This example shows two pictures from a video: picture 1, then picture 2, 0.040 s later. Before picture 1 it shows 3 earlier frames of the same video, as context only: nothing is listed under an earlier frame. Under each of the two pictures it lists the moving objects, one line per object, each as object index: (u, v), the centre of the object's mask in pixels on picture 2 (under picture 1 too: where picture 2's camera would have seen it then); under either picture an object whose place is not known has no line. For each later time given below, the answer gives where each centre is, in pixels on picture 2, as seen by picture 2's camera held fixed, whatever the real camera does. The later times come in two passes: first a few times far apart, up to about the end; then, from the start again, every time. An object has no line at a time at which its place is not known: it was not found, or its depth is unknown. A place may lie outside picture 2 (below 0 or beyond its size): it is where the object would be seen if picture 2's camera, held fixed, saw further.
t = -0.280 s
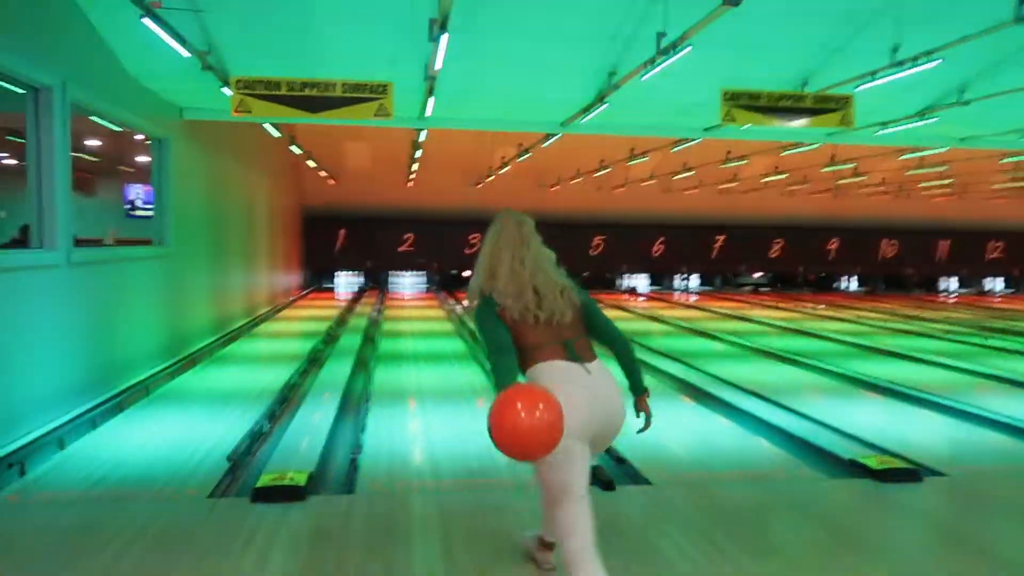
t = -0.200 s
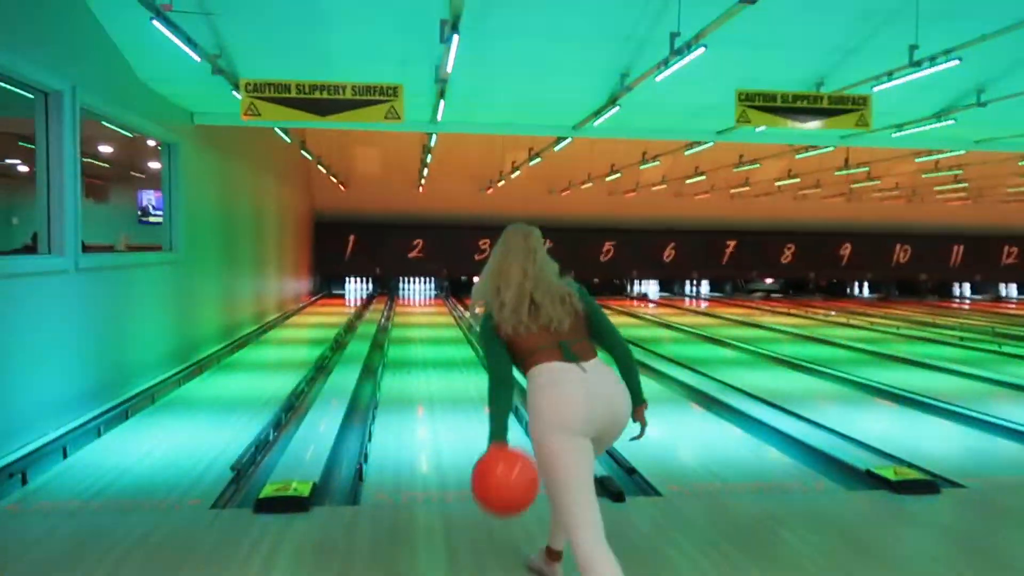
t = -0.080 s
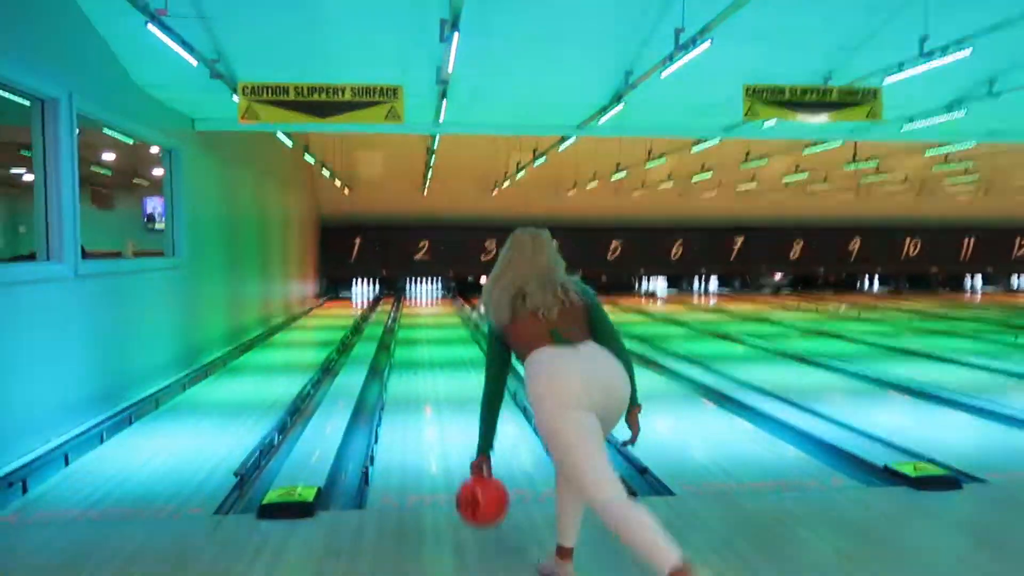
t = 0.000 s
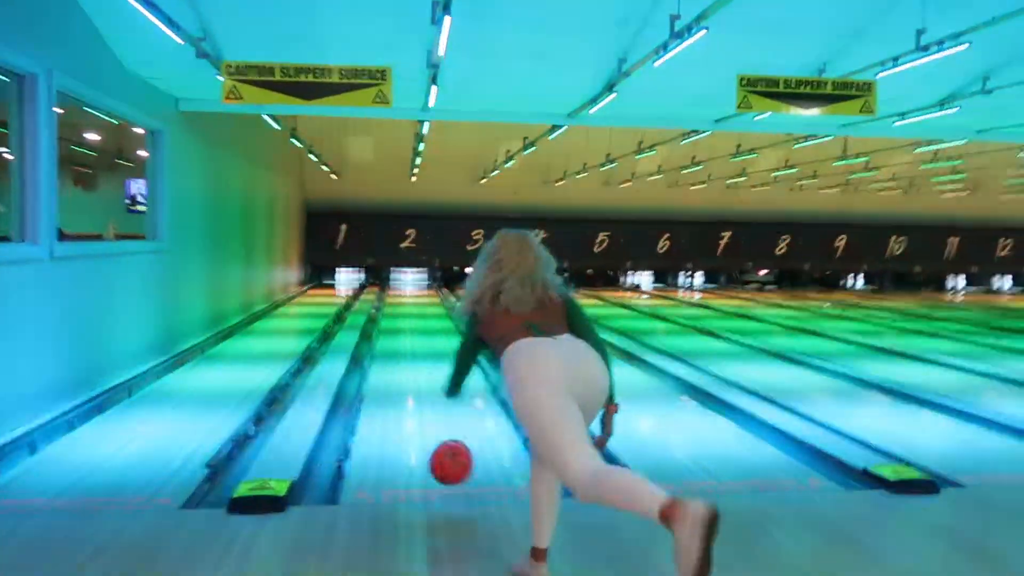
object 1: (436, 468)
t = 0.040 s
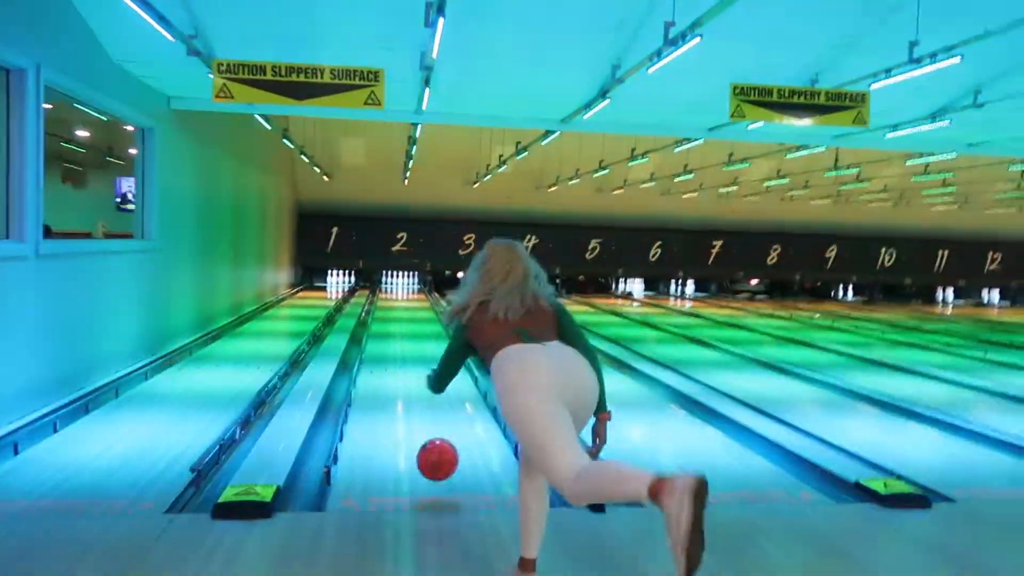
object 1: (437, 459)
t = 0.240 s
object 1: (444, 417)
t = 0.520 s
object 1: (427, 365)
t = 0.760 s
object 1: (424, 340)
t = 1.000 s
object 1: (422, 324)
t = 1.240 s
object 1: (421, 313)
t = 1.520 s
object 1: (420, 303)
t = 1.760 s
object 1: (420, 296)
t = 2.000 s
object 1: (419, 290)
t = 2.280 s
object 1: (419, 287)
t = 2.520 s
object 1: (418, 285)
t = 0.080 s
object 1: (438, 452)
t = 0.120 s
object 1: (436, 447)
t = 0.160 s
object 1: (434, 431)
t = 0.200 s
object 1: (437, 424)
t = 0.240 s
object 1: (444, 417)
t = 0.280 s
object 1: (425, 403)
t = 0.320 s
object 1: (425, 395)
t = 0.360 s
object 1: (426, 389)
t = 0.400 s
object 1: (428, 382)
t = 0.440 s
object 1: (429, 375)
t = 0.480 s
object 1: (428, 370)
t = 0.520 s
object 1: (427, 365)
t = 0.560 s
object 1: (427, 360)
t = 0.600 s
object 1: (426, 356)
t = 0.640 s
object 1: (426, 352)
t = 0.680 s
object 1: (425, 348)
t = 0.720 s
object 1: (425, 344)
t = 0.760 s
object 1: (424, 340)
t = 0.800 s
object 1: (424, 338)
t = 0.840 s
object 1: (423, 335)
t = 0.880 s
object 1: (423, 332)
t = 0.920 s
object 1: (422, 329)
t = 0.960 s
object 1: (422, 327)
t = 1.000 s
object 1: (422, 324)
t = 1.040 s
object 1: (421, 322)
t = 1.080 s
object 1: (421, 320)
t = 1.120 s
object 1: (421, 318)
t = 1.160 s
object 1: (421, 316)
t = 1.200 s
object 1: (421, 315)
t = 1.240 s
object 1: (421, 313)
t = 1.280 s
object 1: (421, 311)
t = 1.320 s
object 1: (420, 310)
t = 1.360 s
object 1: (422, 308)
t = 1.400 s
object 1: (421, 307)
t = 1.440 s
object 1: (420, 305)
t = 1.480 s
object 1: (420, 303)
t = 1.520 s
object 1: (420, 303)
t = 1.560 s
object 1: (420, 302)
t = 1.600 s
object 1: (420, 301)
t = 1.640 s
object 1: (420, 299)
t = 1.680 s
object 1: (419, 297)
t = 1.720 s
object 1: (420, 297)
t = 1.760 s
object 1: (420, 296)
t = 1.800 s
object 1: (419, 295)
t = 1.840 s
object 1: (419, 294)
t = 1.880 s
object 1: (419, 293)
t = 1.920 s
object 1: (419, 292)
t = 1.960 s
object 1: (418, 291)
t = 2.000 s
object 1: (419, 290)
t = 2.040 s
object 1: (419, 290)
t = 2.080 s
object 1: (419, 289)
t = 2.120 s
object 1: (419, 289)
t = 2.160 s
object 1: (419, 289)
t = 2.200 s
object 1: (419, 288)
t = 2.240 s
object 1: (419, 287)
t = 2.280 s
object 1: (419, 287)
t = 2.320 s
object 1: (419, 287)
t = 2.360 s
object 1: (418, 287)
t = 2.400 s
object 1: (419, 286)
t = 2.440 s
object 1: (418, 287)
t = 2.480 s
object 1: (418, 286)
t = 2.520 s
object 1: (418, 285)
